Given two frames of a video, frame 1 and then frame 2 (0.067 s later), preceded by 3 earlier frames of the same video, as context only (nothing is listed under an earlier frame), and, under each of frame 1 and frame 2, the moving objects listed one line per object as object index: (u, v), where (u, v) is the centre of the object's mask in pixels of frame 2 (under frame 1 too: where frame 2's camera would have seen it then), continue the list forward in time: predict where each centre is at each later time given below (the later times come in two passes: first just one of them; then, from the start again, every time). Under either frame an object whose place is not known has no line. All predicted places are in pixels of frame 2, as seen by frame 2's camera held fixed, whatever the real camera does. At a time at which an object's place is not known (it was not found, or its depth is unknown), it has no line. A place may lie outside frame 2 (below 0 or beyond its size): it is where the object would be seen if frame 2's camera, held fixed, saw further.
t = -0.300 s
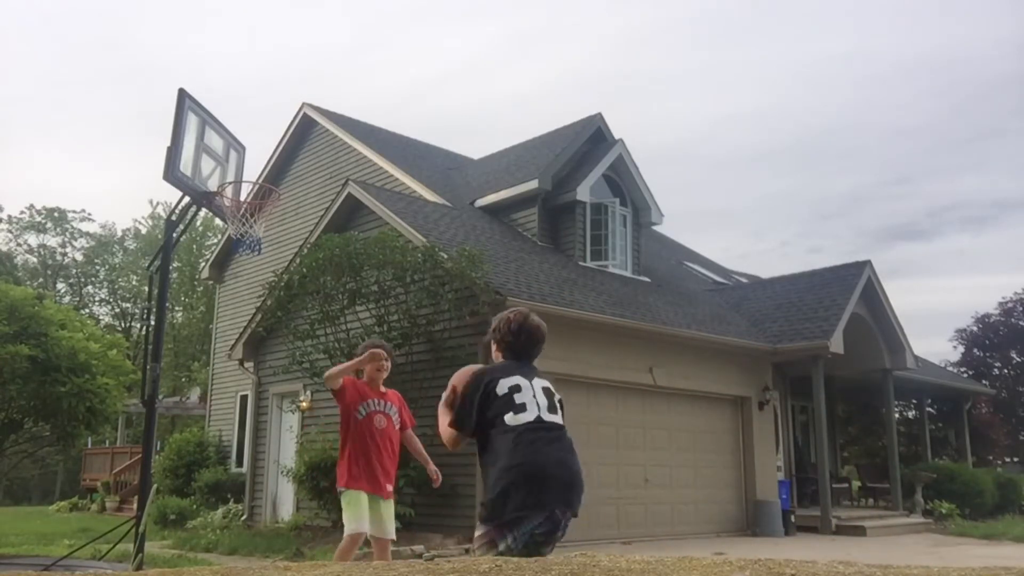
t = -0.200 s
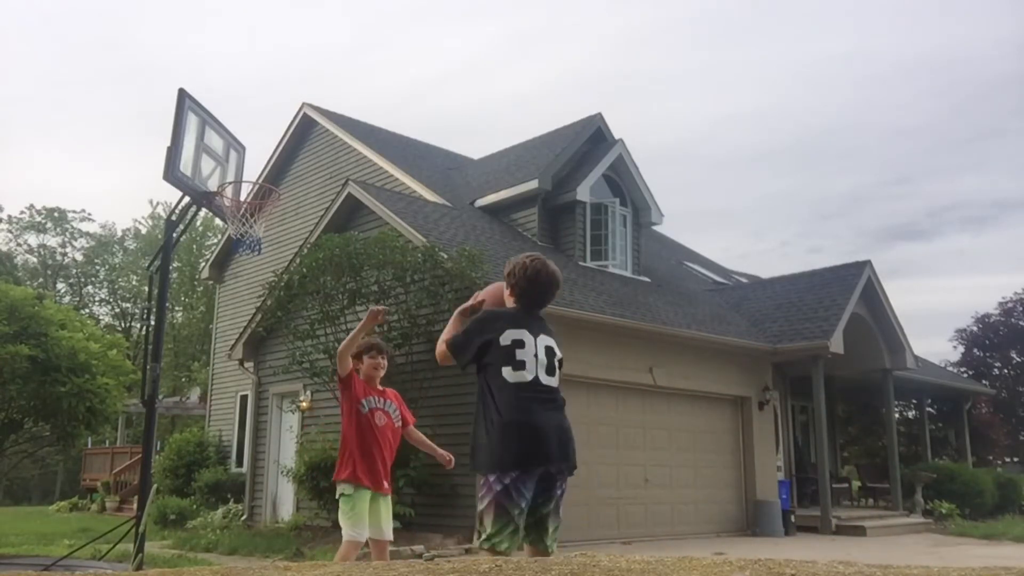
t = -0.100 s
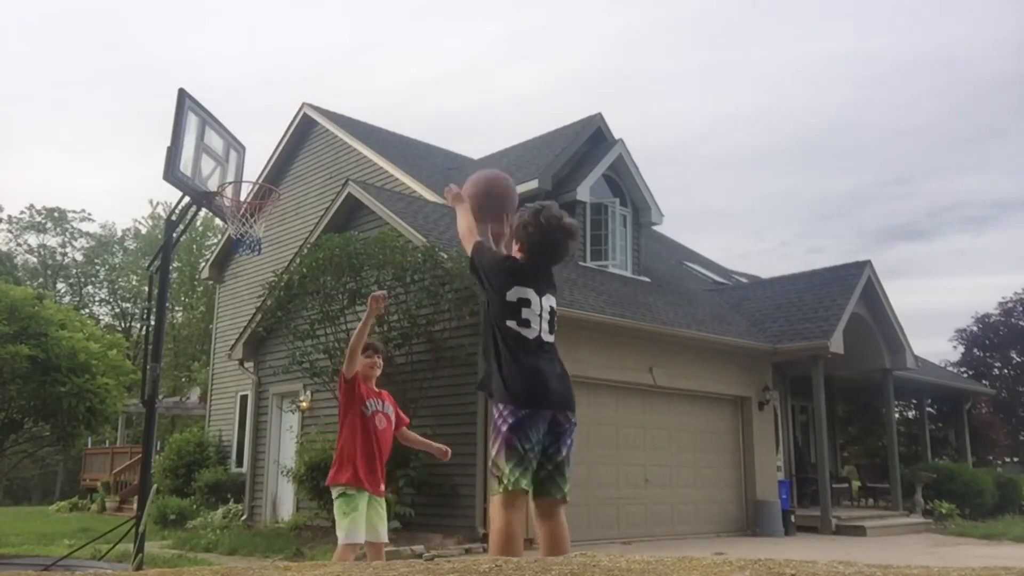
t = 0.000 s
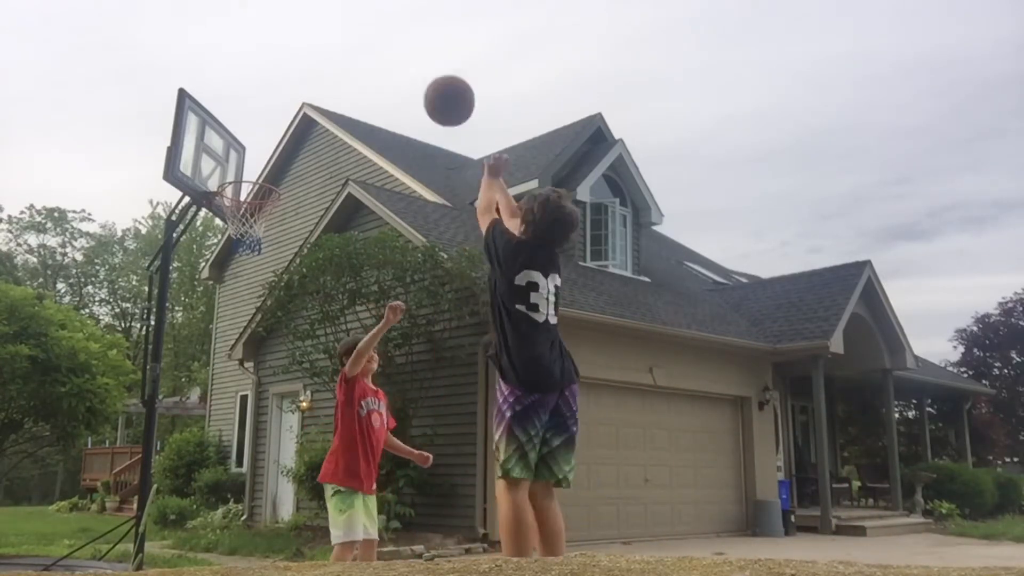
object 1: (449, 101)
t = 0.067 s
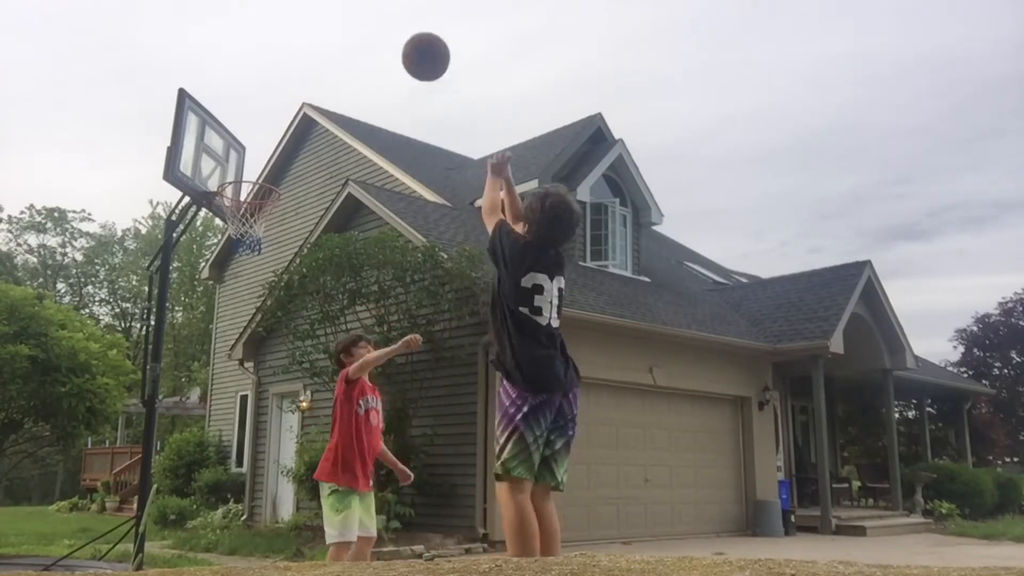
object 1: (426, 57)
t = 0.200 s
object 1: (386, 12)
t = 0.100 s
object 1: (415, 40)
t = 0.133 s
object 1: (405, 25)
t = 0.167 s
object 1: (395, 17)
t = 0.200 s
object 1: (386, 12)
